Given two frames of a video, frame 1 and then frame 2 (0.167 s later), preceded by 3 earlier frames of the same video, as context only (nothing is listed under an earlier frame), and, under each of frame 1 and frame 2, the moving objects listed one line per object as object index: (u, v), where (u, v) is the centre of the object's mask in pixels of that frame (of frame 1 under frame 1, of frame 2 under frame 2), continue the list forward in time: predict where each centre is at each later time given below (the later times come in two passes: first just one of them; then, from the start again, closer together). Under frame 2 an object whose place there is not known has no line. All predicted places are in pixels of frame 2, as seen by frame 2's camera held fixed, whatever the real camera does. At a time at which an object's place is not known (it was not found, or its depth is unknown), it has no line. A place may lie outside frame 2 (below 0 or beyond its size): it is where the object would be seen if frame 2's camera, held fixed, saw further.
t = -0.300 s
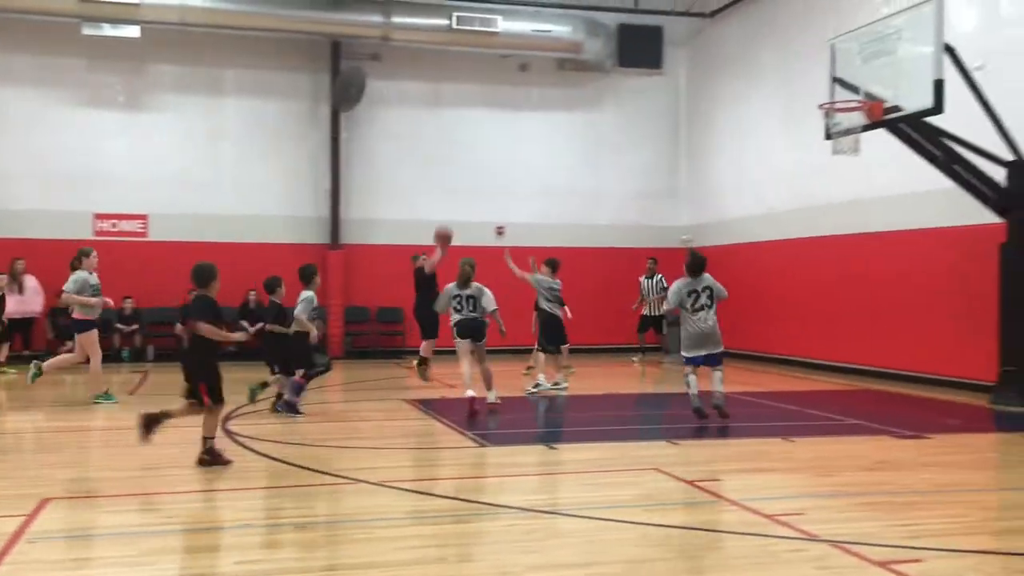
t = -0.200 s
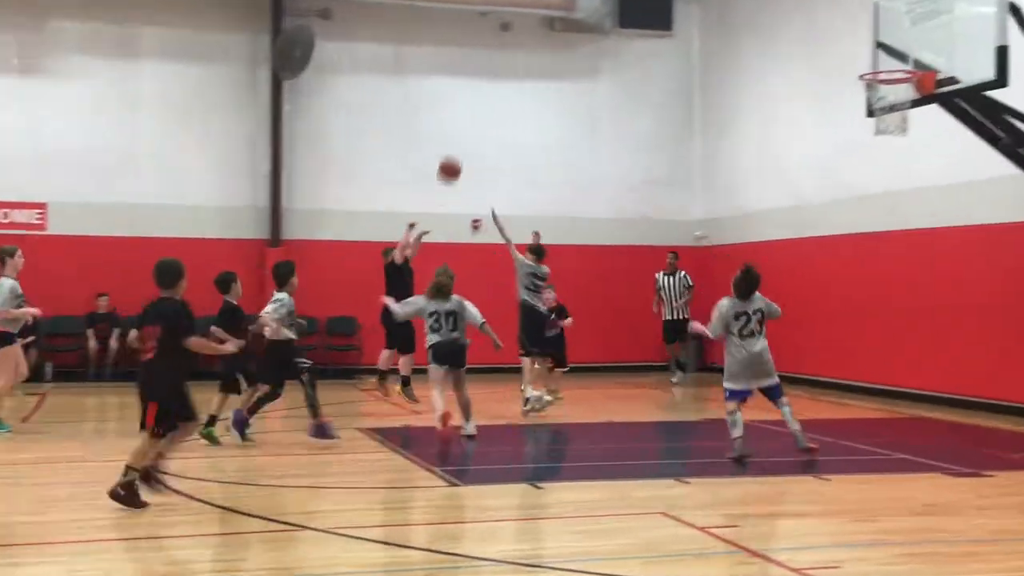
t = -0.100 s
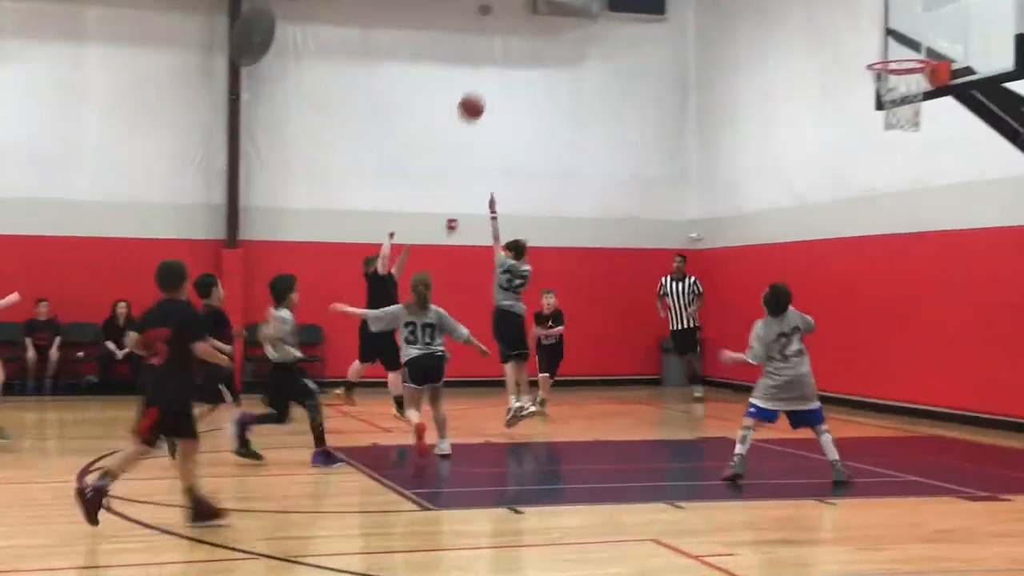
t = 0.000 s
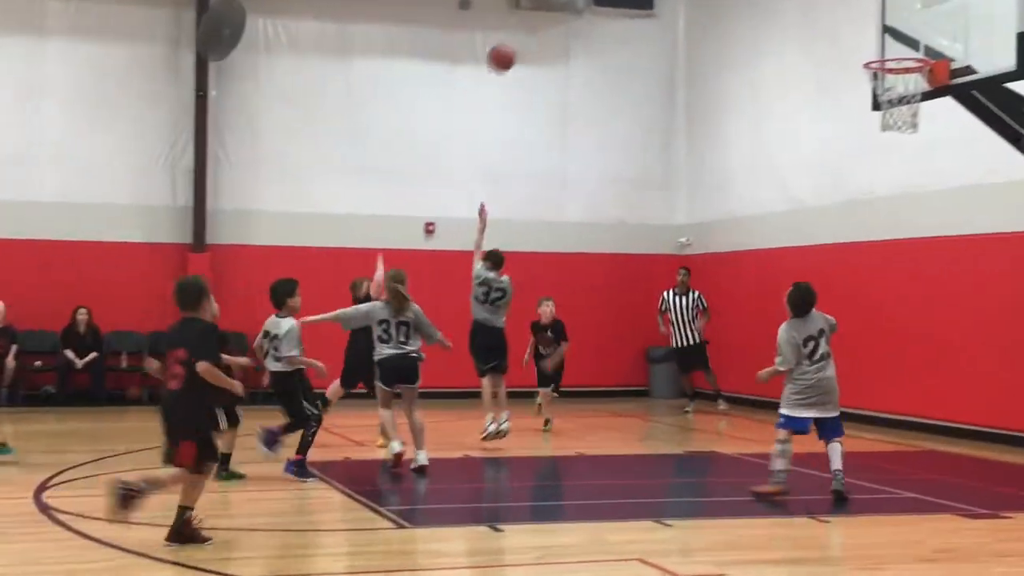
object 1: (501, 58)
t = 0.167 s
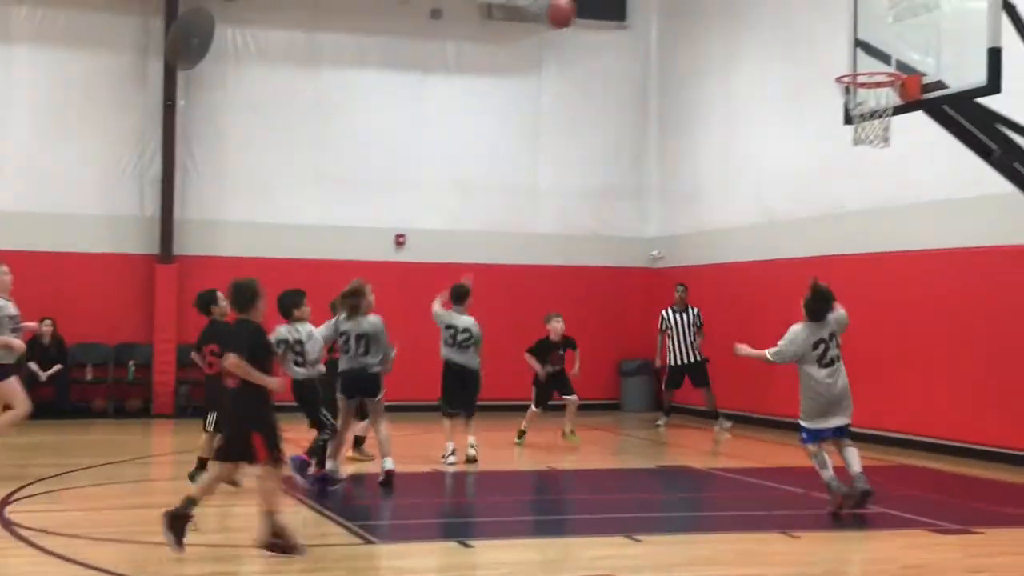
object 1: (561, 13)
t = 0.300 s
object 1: (628, -2)
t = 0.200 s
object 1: (578, 9)
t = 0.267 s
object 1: (611, 0)
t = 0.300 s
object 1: (628, -2)
